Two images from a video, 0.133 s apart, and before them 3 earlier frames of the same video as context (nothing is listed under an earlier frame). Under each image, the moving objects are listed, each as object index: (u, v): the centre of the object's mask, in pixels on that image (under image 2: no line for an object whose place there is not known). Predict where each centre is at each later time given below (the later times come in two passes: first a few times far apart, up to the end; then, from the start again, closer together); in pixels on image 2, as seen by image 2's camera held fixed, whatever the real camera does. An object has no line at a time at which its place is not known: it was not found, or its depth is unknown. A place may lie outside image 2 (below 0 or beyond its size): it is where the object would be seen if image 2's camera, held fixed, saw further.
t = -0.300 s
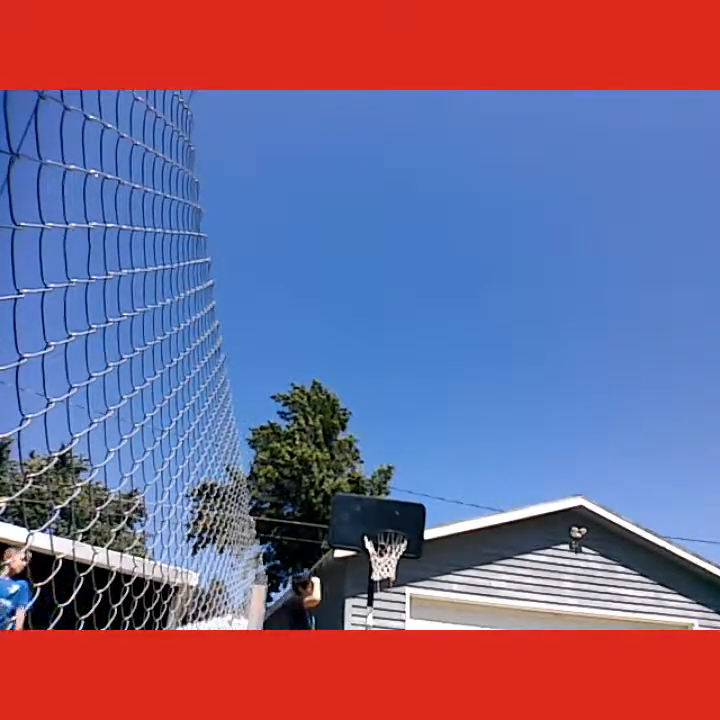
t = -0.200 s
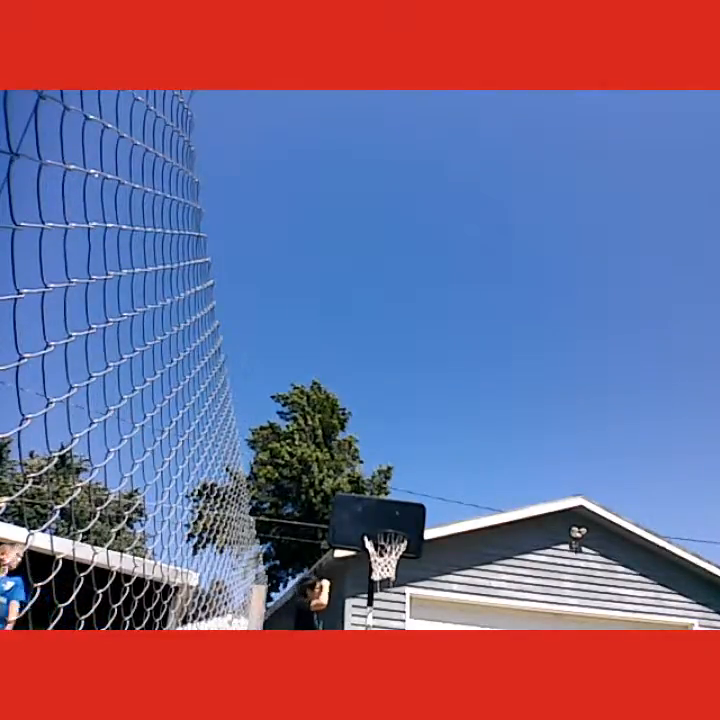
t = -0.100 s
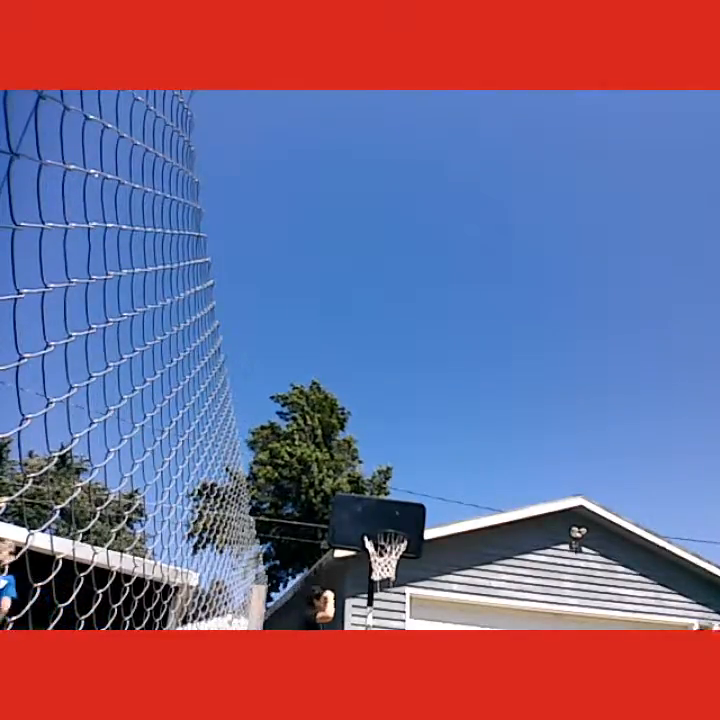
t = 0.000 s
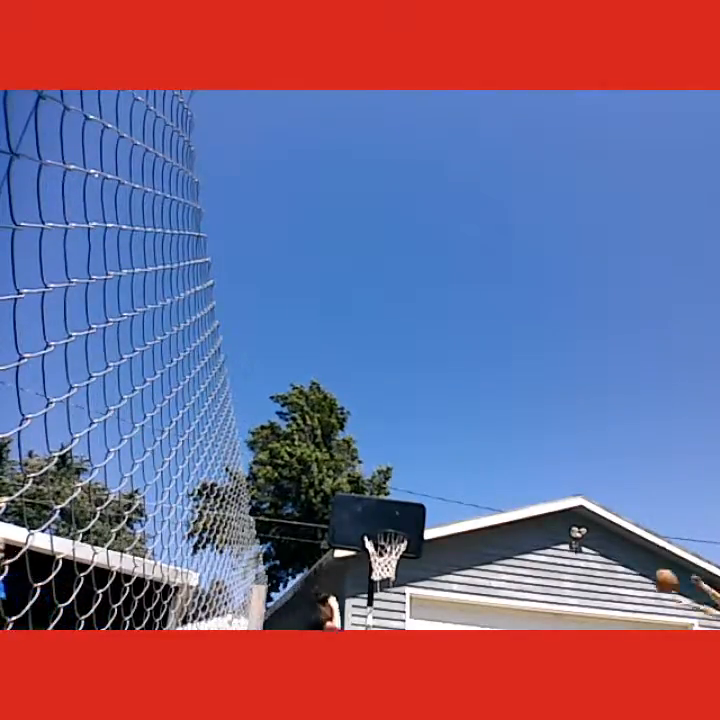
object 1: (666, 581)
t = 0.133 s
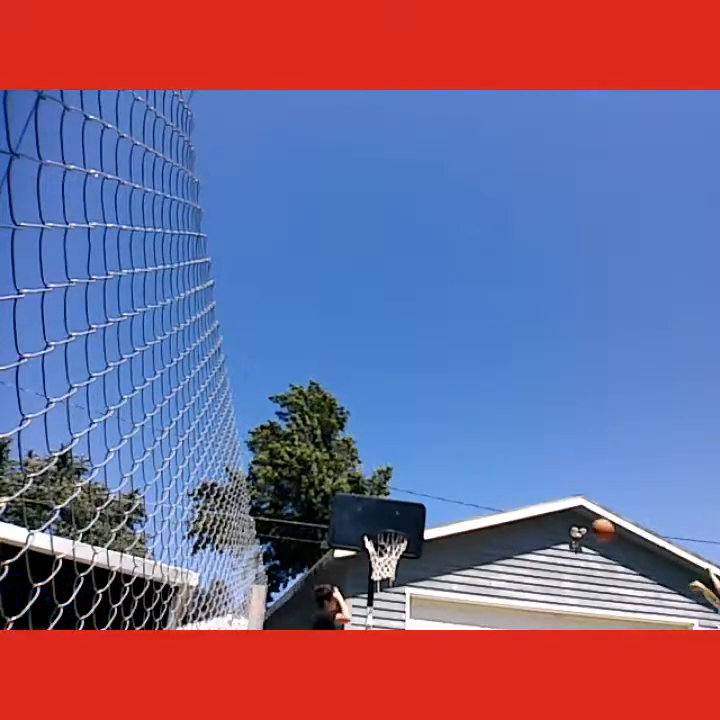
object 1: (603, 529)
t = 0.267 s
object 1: (547, 499)
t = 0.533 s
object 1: (453, 485)
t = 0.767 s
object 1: (377, 518)
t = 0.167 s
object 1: (588, 517)
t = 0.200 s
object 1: (577, 513)
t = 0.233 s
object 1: (560, 505)
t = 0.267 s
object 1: (547, 499)
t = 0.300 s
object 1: (535, 494)
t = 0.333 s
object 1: (523, 490)
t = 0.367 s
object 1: (510, 487)
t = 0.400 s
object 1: (498, 485)
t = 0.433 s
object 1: (487, 483)
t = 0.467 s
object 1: (475, 483)
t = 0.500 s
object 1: (464, 484)
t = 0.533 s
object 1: (453, 485)
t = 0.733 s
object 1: (389, 512)
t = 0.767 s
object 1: (377, 518)
